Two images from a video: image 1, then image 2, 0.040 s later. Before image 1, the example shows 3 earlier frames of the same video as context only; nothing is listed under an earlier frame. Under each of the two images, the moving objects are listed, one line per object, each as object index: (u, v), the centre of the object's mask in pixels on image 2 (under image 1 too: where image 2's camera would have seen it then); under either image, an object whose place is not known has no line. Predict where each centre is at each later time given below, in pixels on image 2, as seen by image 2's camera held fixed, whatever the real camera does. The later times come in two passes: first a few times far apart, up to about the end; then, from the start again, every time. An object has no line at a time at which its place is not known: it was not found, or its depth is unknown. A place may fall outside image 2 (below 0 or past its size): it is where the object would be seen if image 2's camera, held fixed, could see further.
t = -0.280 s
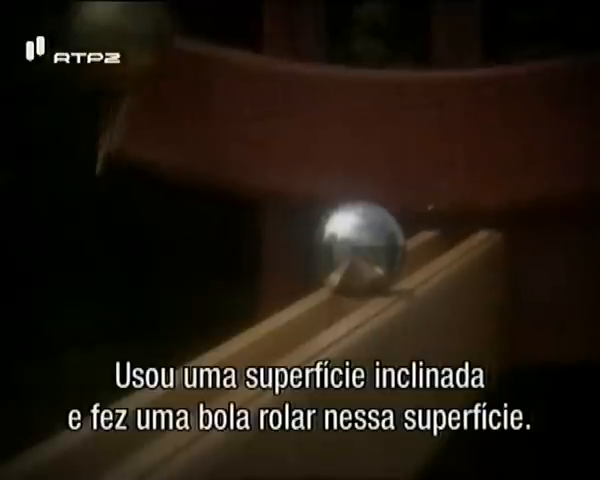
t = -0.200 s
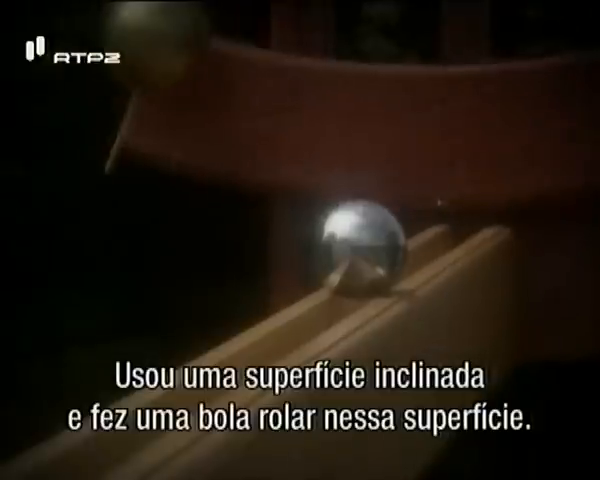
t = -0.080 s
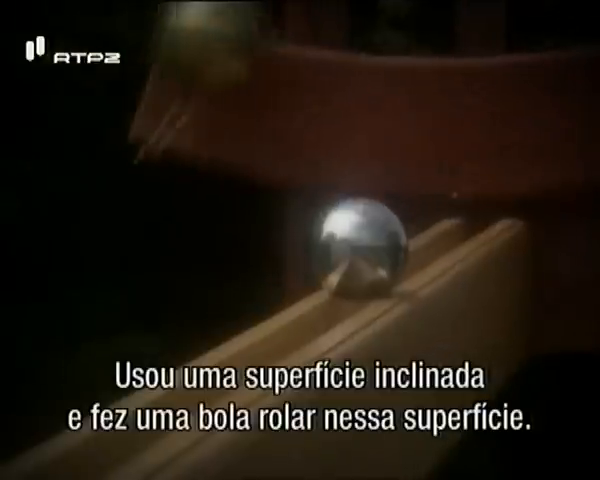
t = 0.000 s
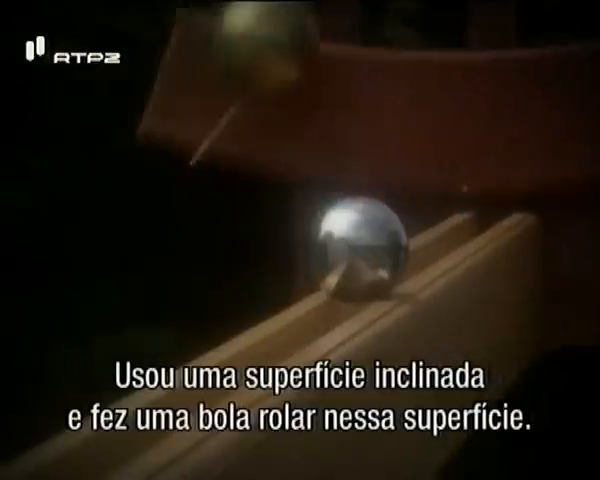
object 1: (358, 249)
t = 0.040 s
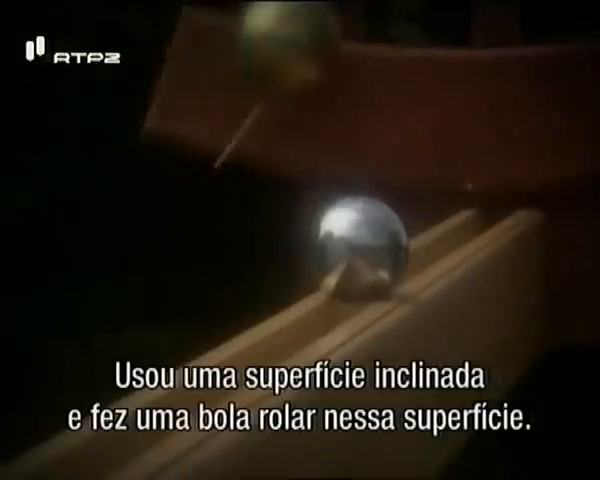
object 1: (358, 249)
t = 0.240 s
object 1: (359, 246)
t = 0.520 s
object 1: (367, 243)
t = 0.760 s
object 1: (365, 245)
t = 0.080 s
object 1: (357, 249)
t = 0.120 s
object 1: (357, 248)
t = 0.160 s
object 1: (358, 247)
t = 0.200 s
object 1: (359, 247)
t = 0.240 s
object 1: (359, 246)
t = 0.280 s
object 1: (360, 246)
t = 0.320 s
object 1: (362, 246)
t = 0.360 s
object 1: (364, 244)
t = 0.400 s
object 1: (365, 244)
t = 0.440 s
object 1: (366, 244)
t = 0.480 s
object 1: (366, 244)
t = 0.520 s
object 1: (367, 243)
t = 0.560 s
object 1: (367, 243)
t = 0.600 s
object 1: (367, 243)
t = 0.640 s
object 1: (367, 244)
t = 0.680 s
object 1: (366, 244)
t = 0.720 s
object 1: (366, 245)
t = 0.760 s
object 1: (365, 245)
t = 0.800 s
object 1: (365, 246)
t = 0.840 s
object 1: (364, 246)
